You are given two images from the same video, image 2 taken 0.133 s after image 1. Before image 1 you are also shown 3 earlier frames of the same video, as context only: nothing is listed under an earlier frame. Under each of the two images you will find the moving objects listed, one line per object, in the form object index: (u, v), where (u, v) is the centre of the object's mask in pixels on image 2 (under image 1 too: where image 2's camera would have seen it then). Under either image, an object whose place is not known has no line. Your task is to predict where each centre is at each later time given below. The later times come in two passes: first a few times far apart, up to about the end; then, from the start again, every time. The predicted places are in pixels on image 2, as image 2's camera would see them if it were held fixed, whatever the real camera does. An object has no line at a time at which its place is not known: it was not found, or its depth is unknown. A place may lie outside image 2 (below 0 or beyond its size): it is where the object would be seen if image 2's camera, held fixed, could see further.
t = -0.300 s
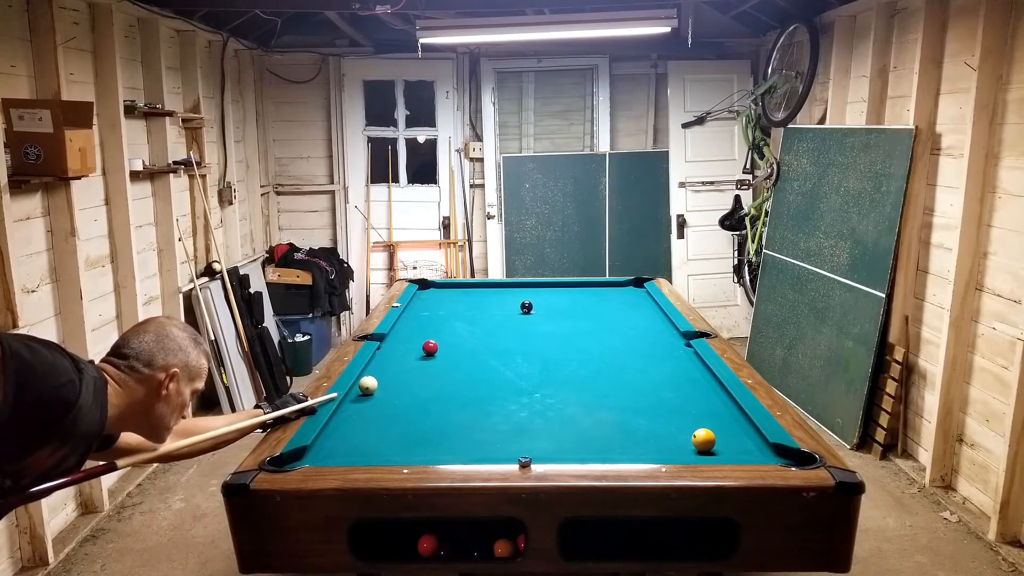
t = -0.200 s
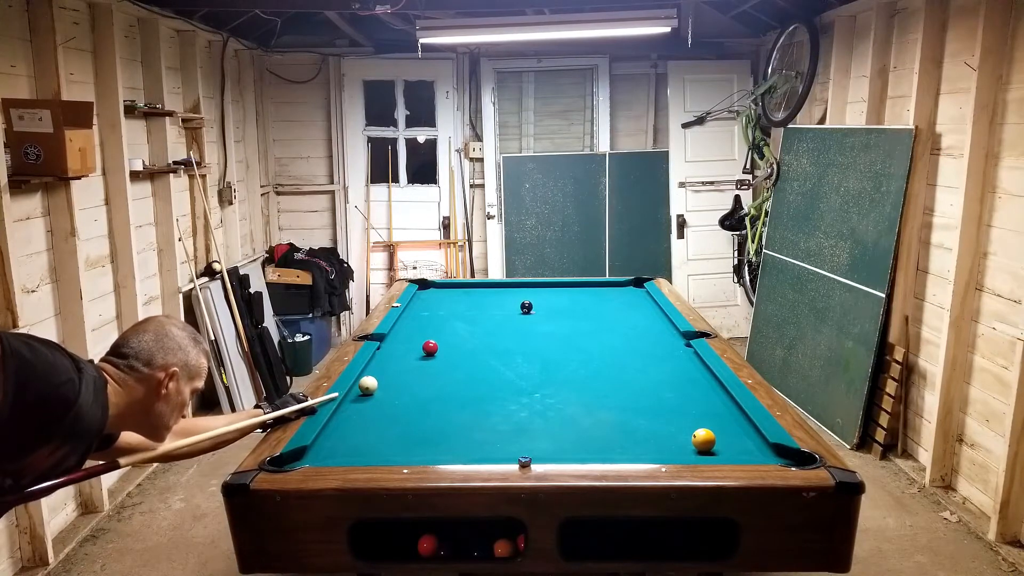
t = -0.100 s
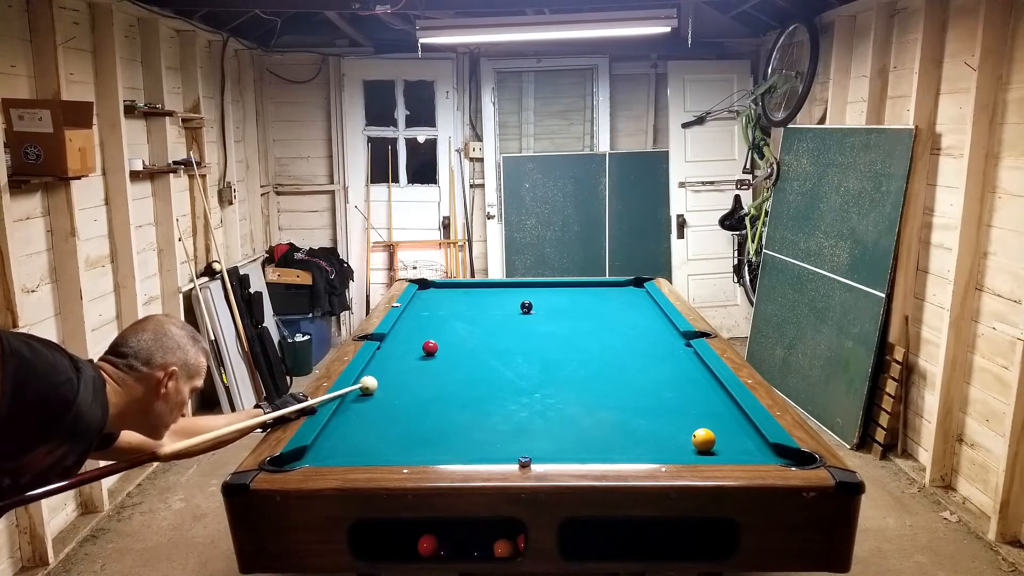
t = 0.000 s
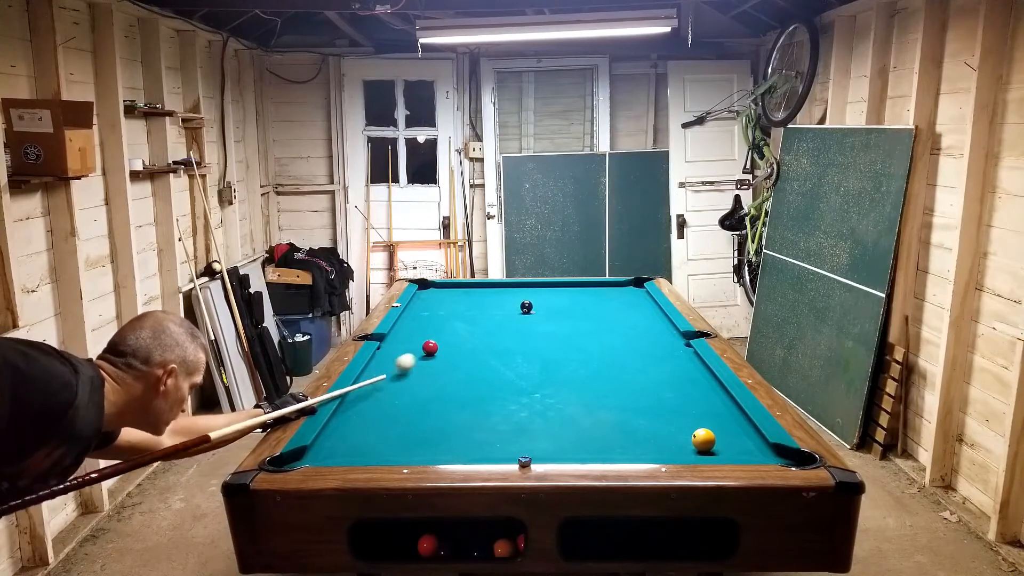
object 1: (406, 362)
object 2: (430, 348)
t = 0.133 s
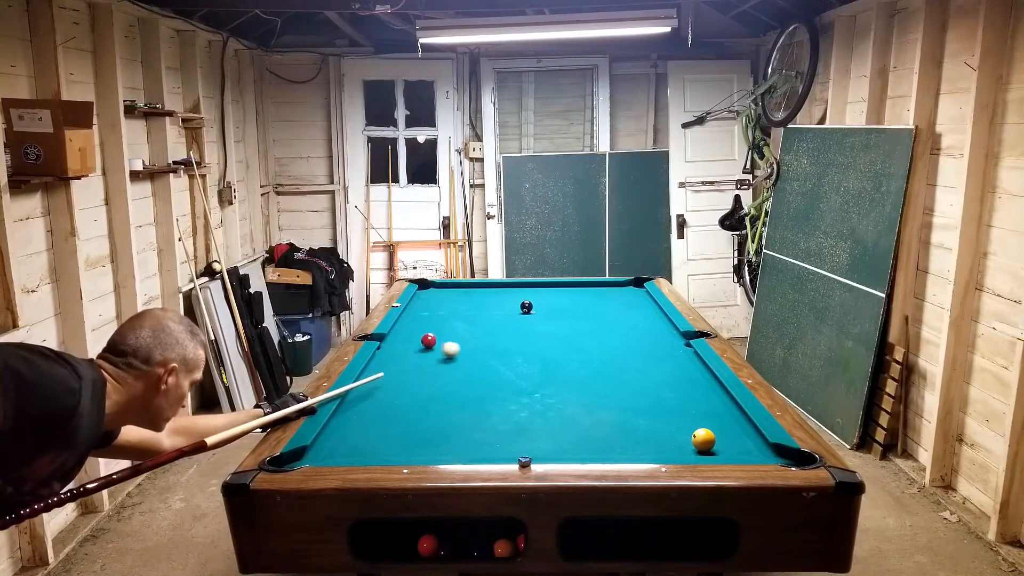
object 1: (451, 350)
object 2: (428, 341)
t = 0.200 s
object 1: (473, 347)
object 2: (427, 334)
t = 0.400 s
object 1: (533, 338)
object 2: (425, 320)
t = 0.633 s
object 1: (595, 327)
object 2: (422, 306)
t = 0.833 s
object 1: (644, 319)
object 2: (421, 296)
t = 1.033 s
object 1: (642, 315)
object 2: (425, 288)
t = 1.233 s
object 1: (615, 312)
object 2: (423, 285)
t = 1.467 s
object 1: (587, 309)
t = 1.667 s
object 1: (564, 307)
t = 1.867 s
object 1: (543, 305)
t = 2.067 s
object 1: (522, 300)
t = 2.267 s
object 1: (506, 301)
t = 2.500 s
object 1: (486, 299)
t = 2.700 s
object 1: (471, 298)
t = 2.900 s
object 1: (457, 296)
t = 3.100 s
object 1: (444, 295)
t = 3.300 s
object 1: (432, 294)
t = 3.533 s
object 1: (420, 293)
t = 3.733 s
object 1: (427, 292)
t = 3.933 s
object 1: (432, 292)
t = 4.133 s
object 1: (436, 292)
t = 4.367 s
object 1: (440, 291)
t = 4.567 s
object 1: (443, 291)
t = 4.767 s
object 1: (445, 291)
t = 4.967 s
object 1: (447, 291)
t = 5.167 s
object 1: (447, 291)
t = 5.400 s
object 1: (446, 291)
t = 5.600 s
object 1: (446, 291)
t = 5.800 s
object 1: (446, 291)
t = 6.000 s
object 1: (446, 291)
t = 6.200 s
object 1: (446, 291)
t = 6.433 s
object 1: (446, 291)
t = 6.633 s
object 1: (446, 291)
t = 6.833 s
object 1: (446, 291)
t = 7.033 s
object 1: (446, 291)
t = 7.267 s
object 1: (446, 291)
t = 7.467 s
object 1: (446, 291)
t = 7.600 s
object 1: (446, 291)
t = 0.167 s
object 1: (462, 348)
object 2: (428, 338)
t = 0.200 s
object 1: (473, 347)
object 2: (427, 334)
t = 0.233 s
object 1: (483, 346)
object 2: (426, 331)
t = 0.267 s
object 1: (493, 345)
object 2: (426, 329)
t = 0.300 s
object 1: (503, 343)
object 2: (426, 326)
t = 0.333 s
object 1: (513, 341)
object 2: (425, 324)
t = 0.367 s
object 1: (523, 340)
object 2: (425, 322)
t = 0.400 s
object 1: (533, 338)
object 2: (425, 320)
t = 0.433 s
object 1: (542, 336)
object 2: (424, 318)
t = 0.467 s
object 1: (552, 335)
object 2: (424, 316)
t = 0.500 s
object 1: (561, 334)
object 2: (424, 314)
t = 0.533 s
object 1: (569, 332)
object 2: (423, 312)
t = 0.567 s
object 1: (578, 331)
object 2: (423, 310)
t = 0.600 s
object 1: (587, 329)
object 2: (422, 308)
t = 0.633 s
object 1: (595, 327)
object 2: (422, 306)
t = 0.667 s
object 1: (604, 326)
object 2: (422, 305)
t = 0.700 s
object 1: (612, 325)
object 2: (422, 303)
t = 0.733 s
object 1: (620, 323)
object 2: (422, 301)
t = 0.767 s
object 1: (628, 322)
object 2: (421, 300)
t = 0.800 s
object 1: (636, 321)
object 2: (421, 298)
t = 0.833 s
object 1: (644, 319)
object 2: (421, 296)
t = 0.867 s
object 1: (651, 318)
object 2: (421, 295)
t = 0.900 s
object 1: (659, 317)
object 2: (421, 293)
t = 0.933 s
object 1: (658, 316)
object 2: (420, 292)
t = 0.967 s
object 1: (652, 316)
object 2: (422, 290)
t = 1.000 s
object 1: (647, 315)
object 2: (423, 289)
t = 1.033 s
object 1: (642, 315)
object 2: (425, 288)
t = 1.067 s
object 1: (638, 314)
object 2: (426, 287)
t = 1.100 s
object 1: (633, 314)
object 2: (427, 286)
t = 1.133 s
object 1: (629, 313)
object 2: (429, 284)
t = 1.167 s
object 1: (624, 313)
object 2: (429, 284)
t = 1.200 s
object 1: (620, 312)
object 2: (426, 284)
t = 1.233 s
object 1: (615, 312)
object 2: (423, 285)
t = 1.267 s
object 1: (611, 311)
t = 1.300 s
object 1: (607, 311)
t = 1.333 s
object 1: (603, 311)
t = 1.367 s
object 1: (598, 310)
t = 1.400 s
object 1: (595, 310)
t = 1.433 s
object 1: (591, 309)
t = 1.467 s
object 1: (587, 309)
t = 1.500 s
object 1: (583, 309)
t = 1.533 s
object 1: (579, 308)
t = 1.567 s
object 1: (575, 308)
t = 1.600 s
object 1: (571, 308)
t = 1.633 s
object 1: (568, 307)
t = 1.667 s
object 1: (564, 307)
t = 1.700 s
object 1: (560, 306)
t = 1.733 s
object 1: (557, 306)
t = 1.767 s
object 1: (553, 306)
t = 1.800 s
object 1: (550, 305)
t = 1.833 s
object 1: (546, 305)
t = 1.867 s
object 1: (543, 305)
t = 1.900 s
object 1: (540, 304)
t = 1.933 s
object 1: (537, 304)
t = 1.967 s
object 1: (535, 303)
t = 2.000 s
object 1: (532, 302)
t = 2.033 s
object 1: (527, 299)
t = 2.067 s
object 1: (522, 300)
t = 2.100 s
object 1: (519, 301)
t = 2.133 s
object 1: (517, 301)
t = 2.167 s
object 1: (514, 302)
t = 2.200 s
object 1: (511, 301)
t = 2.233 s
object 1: (509, 301)
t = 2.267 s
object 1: (506, 301)
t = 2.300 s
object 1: (503, 301)
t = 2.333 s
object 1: (500, 301)
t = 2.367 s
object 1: (497, 300)
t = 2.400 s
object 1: (494, 300)
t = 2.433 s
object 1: (492, 300)
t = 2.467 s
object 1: (489, 299)
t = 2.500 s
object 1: (486, 299)
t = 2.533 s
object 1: (484, 299)
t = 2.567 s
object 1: (481, 299)
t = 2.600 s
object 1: (479, 298)
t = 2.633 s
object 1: (476, 298)
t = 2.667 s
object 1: (474, 298)
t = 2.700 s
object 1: (471, 298)
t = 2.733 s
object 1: (469, 297)
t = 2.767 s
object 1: (466, 297)
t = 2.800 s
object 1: (464, 297)
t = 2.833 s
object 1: (462, 297)
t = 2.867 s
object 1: (459, 296)
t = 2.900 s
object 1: (457, 296)
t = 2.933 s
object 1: (455, 296)
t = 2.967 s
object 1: (453, 296)
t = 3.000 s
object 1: (450, 296)
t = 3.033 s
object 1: (448, 296)
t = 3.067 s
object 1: (446, 296)
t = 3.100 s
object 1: (444, 295)
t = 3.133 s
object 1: (442, 295)
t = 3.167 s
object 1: (440, 295)
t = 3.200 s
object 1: (438, 295)
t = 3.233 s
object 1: (436, 295)
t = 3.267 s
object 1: (434, 294)
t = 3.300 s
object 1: (432, 294)
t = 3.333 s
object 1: (430, 294)
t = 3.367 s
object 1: (428, 294)
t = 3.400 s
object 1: (426, 294)
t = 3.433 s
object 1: (424, 293)
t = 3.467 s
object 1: (423, 293)
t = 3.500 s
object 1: (421, 293)
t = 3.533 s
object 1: (420, 293)
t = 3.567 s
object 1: (421, 293)
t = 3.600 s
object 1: (422, 293)
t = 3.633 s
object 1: (424, 293)
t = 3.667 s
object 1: (424, 293)
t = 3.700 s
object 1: (425, 292)
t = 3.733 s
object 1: (427, 292)
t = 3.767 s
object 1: (427, 292)
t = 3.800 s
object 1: (428, 292)
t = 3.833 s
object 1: (429, 292)
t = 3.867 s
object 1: (430, 292)
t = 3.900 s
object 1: (431, 292)
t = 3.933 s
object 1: (432, 292)
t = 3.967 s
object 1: (432, 292)
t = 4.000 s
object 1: (433, 292)
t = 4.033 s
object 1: (434, 292)
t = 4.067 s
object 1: (434, 292)
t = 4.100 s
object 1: (435, 292)
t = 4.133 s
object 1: (436, 292)
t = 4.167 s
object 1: (437, 291)
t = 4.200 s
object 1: (437, 291)
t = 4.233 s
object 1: (438, 291)
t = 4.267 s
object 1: (438, 291)
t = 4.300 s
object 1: (439, 291)
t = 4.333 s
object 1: (440, 291)
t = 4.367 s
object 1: (440, 291)
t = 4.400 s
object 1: (441, 291)
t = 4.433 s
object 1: (441, 291)
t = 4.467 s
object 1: (442, 291)
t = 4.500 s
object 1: (442, 291)
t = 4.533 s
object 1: (443, 291)
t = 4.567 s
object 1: (443, 291)
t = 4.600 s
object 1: (444, 291)
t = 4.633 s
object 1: (444, 291)
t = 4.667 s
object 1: (445, 291)
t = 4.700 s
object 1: (445, 291)
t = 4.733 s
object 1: (445, 291)
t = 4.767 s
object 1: (445, 291)
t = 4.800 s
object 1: (446, 291)
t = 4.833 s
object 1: (446, 291)
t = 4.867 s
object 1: (446, 291)
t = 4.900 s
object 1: (446, 291)
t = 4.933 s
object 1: (446, 291)
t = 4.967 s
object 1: (447, 291)
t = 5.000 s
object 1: (447, 291)
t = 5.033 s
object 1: (447, 291)
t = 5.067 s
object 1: (447, 291)
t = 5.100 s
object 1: (447, 291)
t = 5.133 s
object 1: (447, 291)
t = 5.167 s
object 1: (447, 291)
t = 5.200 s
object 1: (447, 291)
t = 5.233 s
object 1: (447, 291)
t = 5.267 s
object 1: (447, 291)
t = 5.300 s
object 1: (447, 291)
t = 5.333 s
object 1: (446, 291)
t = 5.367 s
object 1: (446, 291)
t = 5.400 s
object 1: (446, 291)
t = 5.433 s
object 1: (446, 291)
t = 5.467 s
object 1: (446, 291)
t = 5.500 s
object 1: (446, 291)
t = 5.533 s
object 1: (446, 291)
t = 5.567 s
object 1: (446, 291)
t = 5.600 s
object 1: (446, 291)
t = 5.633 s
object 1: (446, 291)
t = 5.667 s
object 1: (446, 291)
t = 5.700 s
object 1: (446, 291)
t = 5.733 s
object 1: (446, 291)
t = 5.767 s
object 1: (446, 291)
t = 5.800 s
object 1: (446, 291)
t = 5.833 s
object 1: (446, 291)
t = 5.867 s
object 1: (446, 291)
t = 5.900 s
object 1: (446, 291)
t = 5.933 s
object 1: (446, 291)
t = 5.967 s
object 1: (446, 291)
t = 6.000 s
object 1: (446, 291)
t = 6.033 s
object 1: (446, 291)
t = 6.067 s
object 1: (446, 291)
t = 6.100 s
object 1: (446, 291)
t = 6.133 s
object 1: (446, 291)
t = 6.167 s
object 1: (446, 291)
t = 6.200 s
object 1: (446, 291)
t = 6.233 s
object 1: (446, 291)
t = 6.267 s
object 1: (446, 291)
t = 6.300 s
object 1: (446, 291)
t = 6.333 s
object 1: (446, 291)
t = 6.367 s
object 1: (446, 291)
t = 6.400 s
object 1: (446, 291)
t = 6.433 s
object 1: (446, 291)
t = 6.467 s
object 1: (446, 291)
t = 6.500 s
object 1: (446, 291)
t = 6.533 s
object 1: (446, 291)
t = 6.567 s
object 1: (446, 291)
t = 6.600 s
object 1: (446, 291)
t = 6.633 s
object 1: (446, 291)
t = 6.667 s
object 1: (446, 291)
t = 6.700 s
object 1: (446, 291)
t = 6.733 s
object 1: (446, 291)
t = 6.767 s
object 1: (446, 291)
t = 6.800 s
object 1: (446, 291)
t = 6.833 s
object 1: (446, 291)
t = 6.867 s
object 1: (446, 291)
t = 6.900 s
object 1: (446, 291)
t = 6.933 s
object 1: (446, 291)
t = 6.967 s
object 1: (446, 291)
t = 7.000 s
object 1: (446, 291)
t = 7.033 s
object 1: (446, 291)
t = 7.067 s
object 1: (446, 291)
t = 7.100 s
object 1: (446, 291)
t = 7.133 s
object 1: (446, 291)
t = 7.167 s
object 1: (446, 290)
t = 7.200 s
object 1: (446, 291)
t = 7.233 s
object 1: (446, 291)
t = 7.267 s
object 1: (446, 291)
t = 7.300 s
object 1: (446, 291)
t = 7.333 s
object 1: (446, 291)
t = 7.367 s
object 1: (446, 291)
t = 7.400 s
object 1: (446, 291)
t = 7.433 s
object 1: (446, 291)
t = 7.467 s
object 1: (446, 291)
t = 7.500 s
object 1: (446, 291)
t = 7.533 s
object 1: (446, 291)
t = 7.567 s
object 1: (446, 291)
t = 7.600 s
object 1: (446, 291)
